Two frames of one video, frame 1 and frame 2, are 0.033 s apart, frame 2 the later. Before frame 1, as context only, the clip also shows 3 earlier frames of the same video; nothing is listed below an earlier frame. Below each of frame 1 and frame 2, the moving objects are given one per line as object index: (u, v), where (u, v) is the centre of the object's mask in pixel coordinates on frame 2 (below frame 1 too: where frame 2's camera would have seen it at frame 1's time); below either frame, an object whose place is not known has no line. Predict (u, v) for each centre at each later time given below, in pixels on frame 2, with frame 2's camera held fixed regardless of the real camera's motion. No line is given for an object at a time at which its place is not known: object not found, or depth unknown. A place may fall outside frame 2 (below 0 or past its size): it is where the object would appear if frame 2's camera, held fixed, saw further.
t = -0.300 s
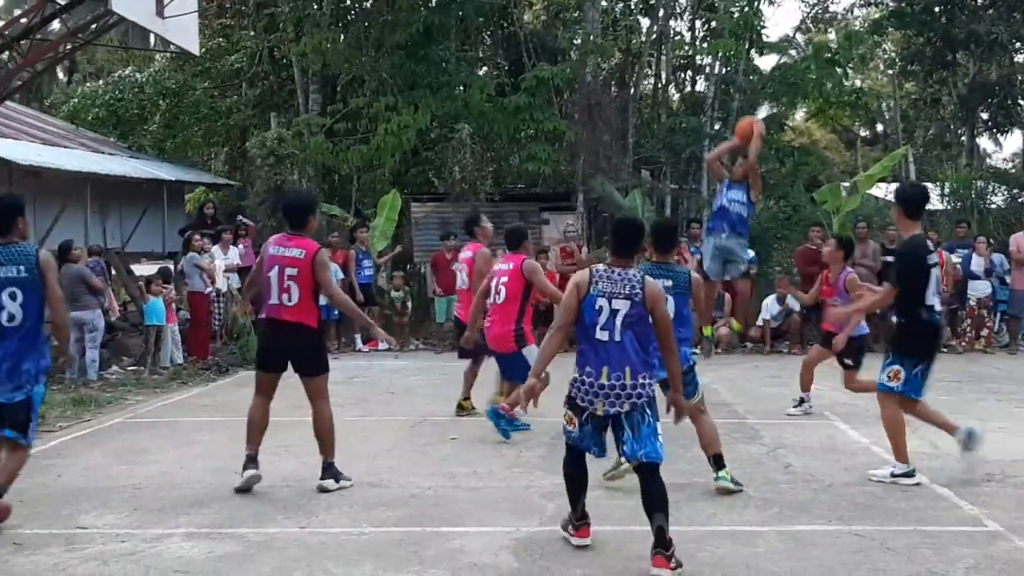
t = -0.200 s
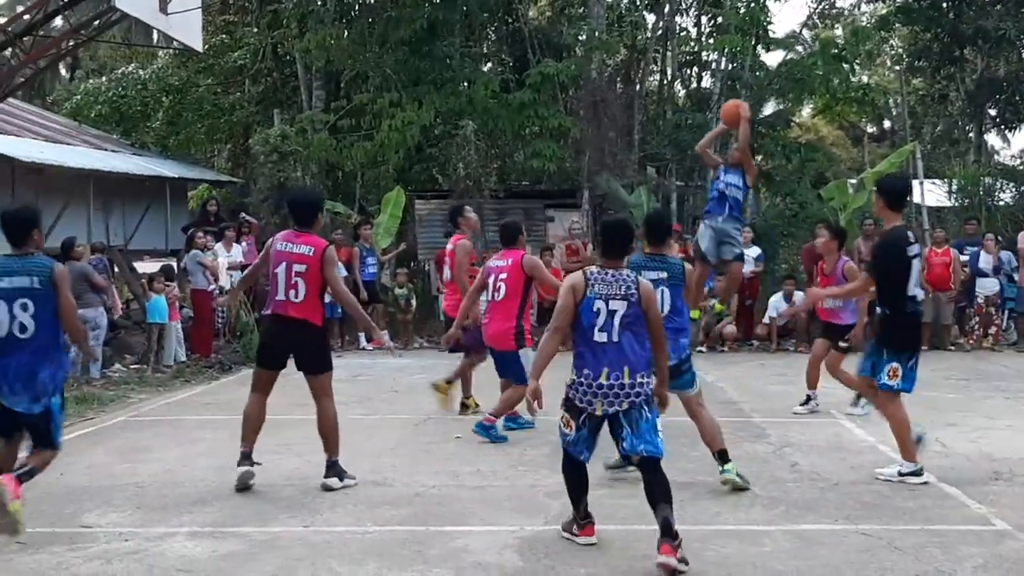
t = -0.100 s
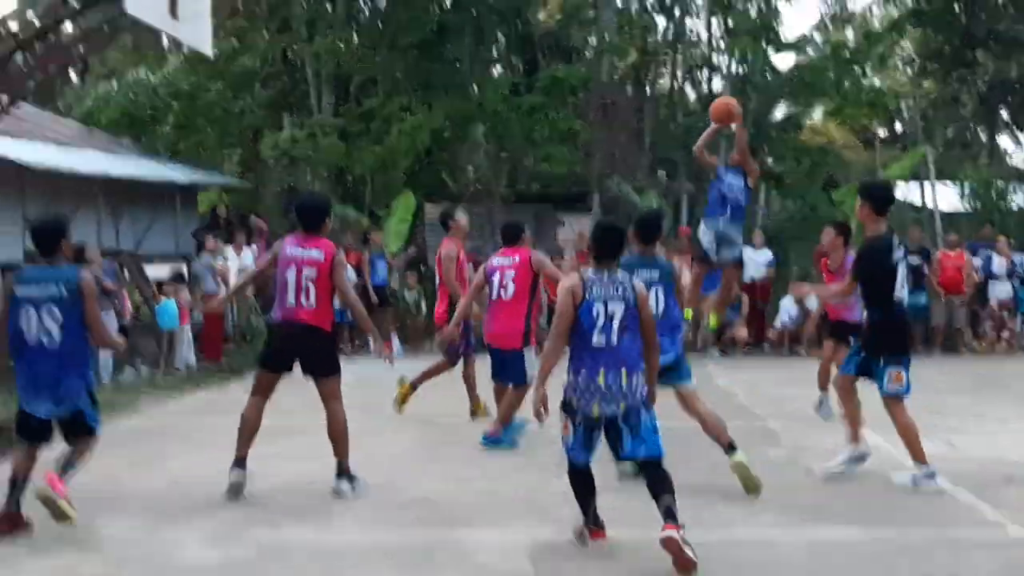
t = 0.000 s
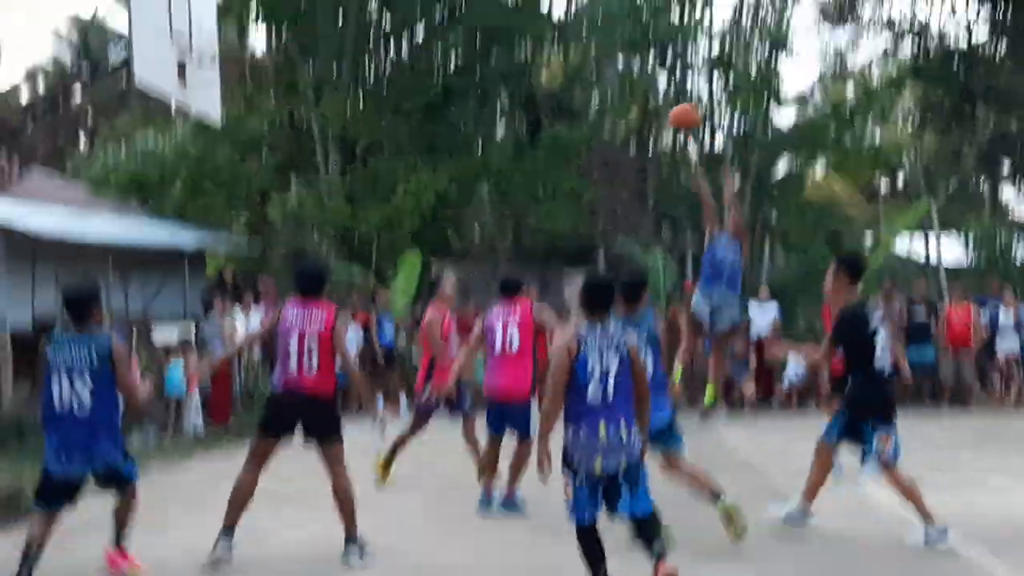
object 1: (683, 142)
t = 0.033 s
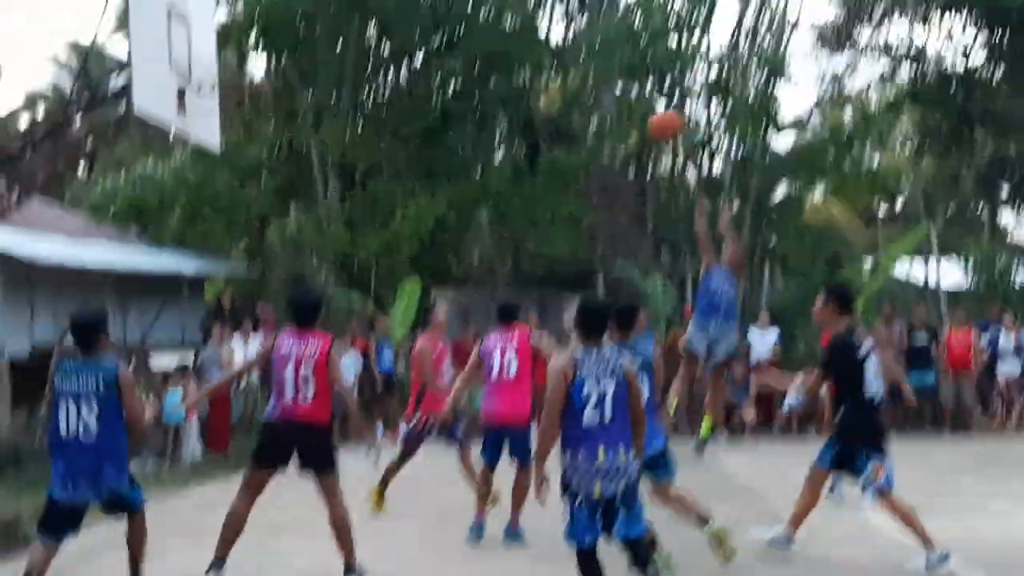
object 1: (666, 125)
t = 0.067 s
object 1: (647, 108)
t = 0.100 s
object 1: (630, 92)
